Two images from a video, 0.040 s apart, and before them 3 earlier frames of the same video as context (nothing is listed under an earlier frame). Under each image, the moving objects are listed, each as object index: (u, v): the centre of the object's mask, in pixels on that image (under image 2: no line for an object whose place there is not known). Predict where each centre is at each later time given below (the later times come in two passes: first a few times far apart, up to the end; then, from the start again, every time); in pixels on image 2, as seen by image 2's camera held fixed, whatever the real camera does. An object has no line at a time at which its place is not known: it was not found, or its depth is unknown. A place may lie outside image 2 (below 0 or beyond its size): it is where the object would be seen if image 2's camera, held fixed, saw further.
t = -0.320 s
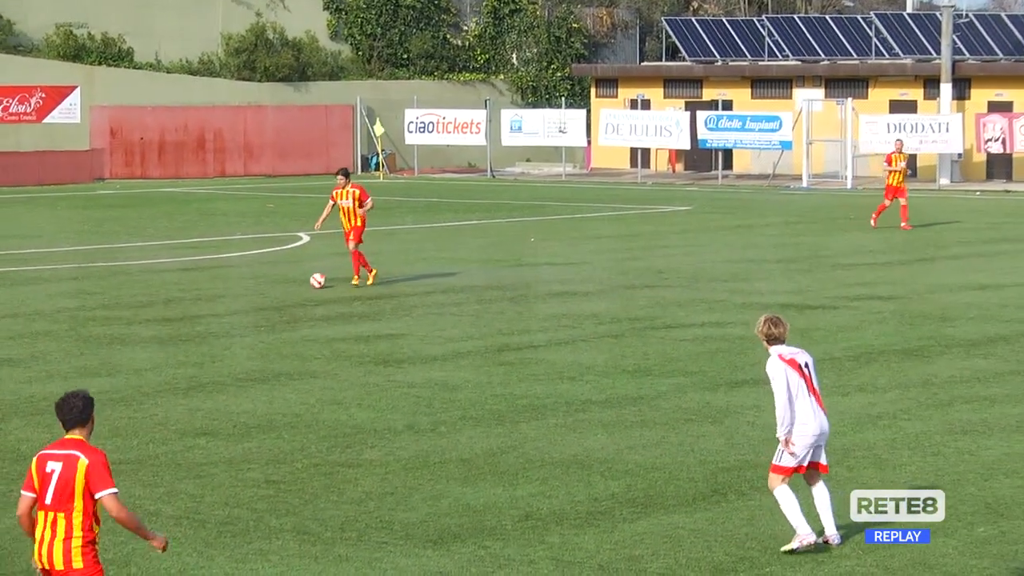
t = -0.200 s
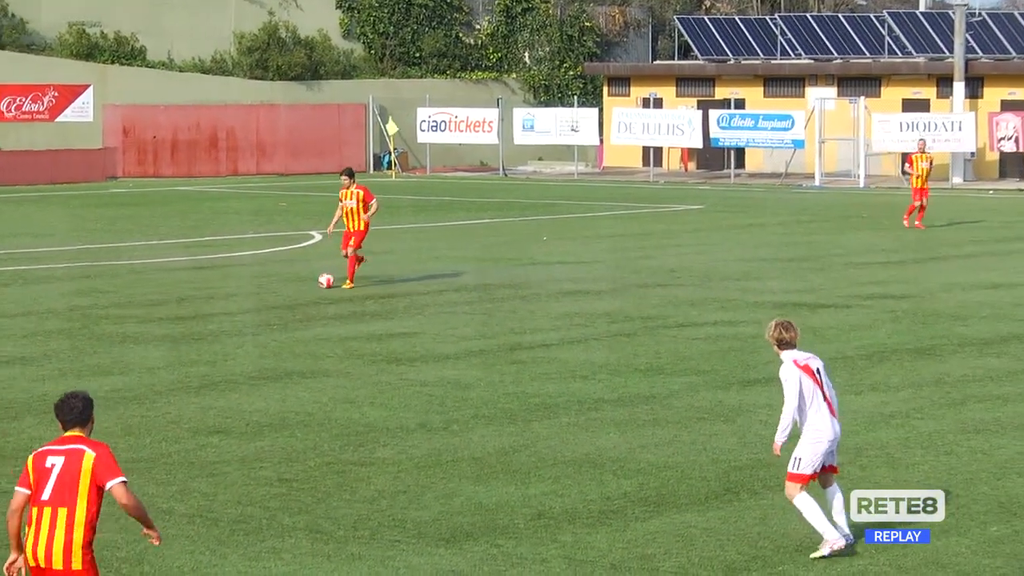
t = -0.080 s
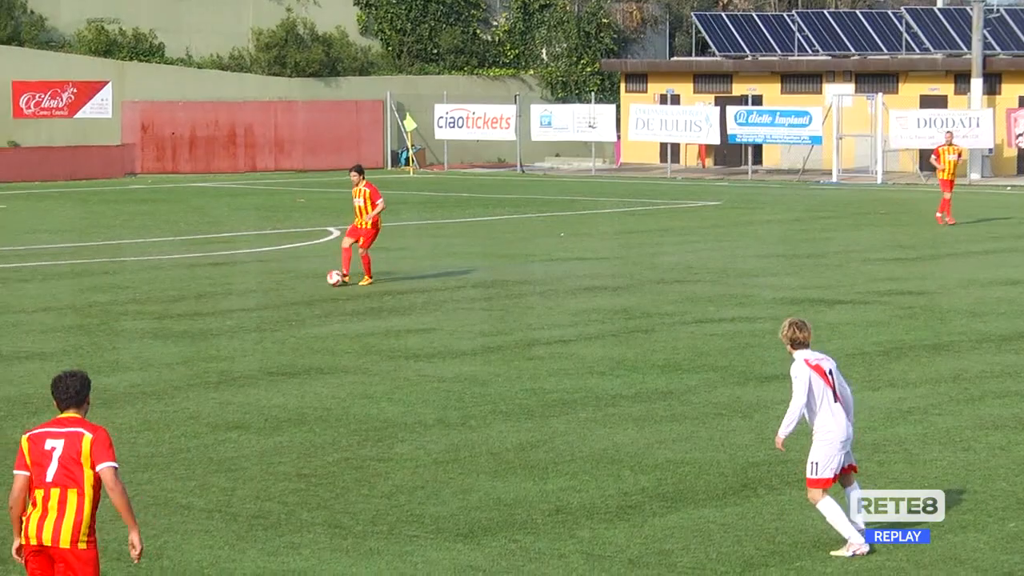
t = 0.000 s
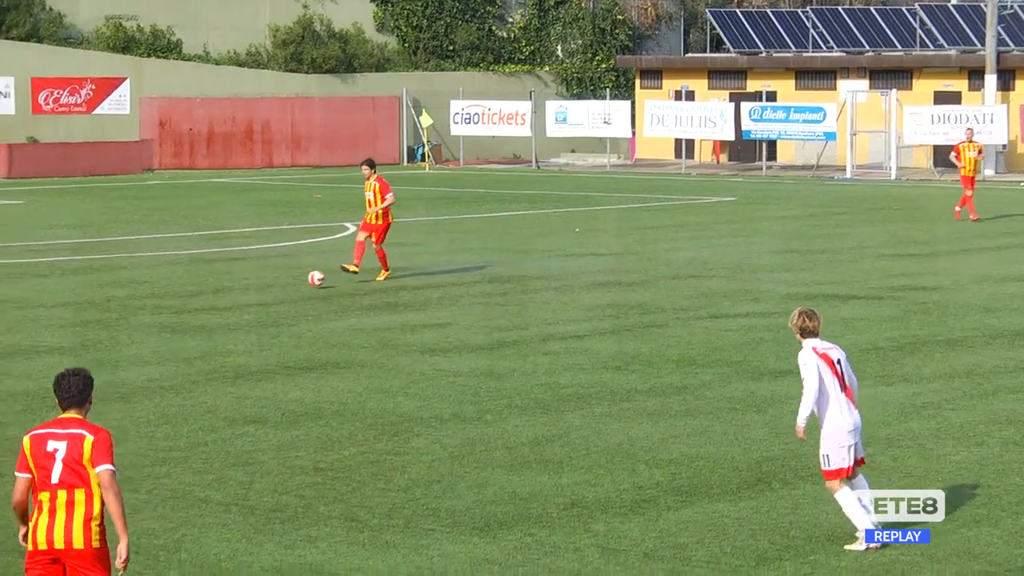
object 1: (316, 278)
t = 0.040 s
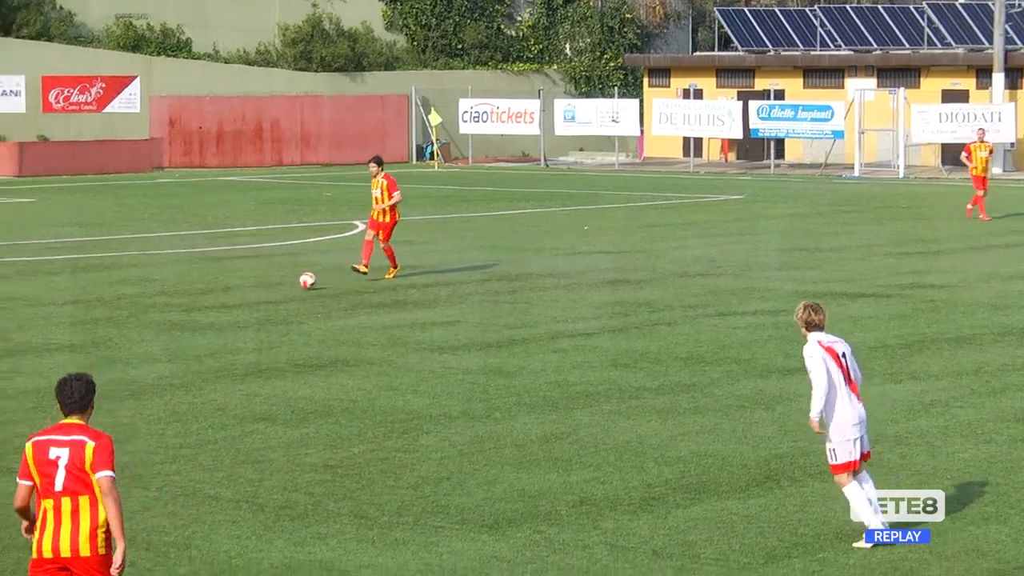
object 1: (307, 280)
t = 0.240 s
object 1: (218, 300)
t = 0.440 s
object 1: (125, 318)
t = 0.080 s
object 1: (290, 286)
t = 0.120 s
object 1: (272, 289)
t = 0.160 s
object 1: (254, 292)
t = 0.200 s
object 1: (237, 296)
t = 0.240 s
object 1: (218, 300)
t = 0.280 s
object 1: (200, 302)
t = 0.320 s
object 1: (182, 307)
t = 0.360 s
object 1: (163, 311)
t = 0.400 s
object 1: (145, 314)
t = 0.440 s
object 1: (125, 318)
